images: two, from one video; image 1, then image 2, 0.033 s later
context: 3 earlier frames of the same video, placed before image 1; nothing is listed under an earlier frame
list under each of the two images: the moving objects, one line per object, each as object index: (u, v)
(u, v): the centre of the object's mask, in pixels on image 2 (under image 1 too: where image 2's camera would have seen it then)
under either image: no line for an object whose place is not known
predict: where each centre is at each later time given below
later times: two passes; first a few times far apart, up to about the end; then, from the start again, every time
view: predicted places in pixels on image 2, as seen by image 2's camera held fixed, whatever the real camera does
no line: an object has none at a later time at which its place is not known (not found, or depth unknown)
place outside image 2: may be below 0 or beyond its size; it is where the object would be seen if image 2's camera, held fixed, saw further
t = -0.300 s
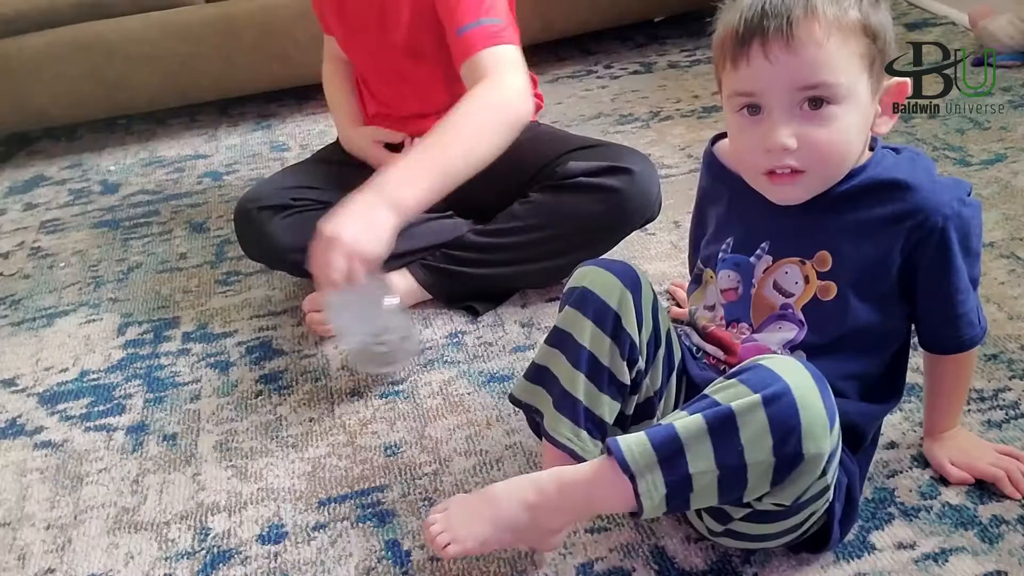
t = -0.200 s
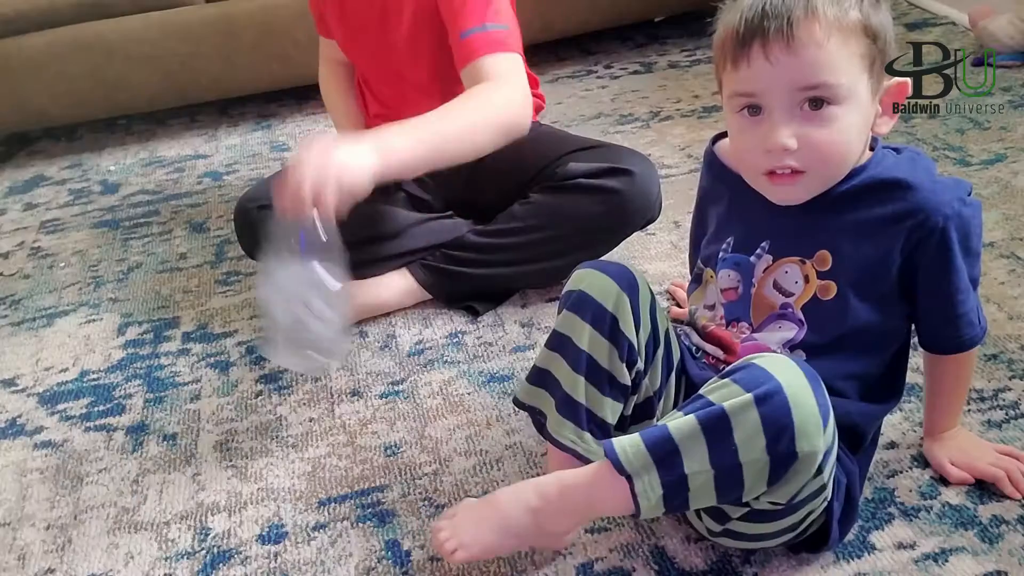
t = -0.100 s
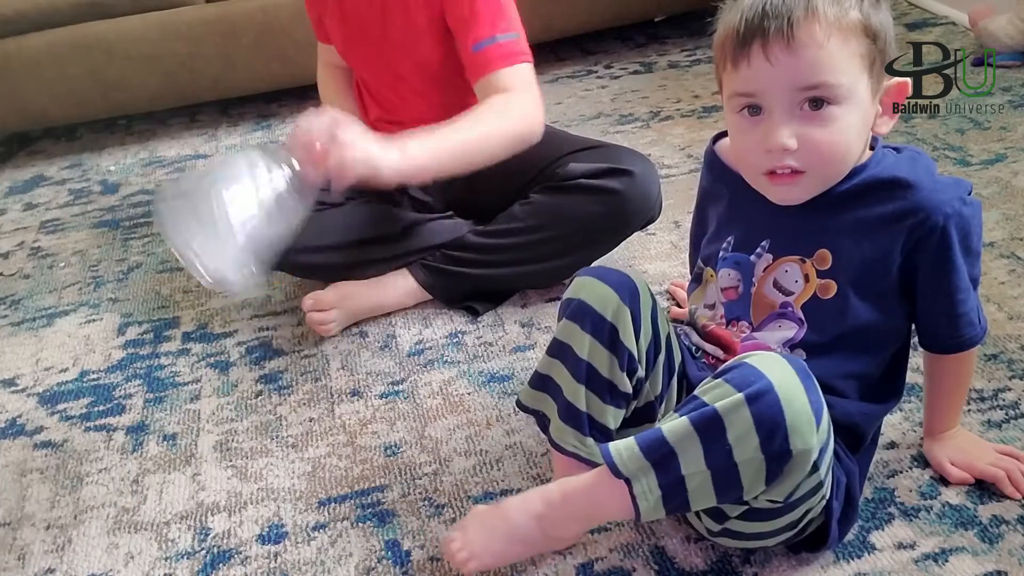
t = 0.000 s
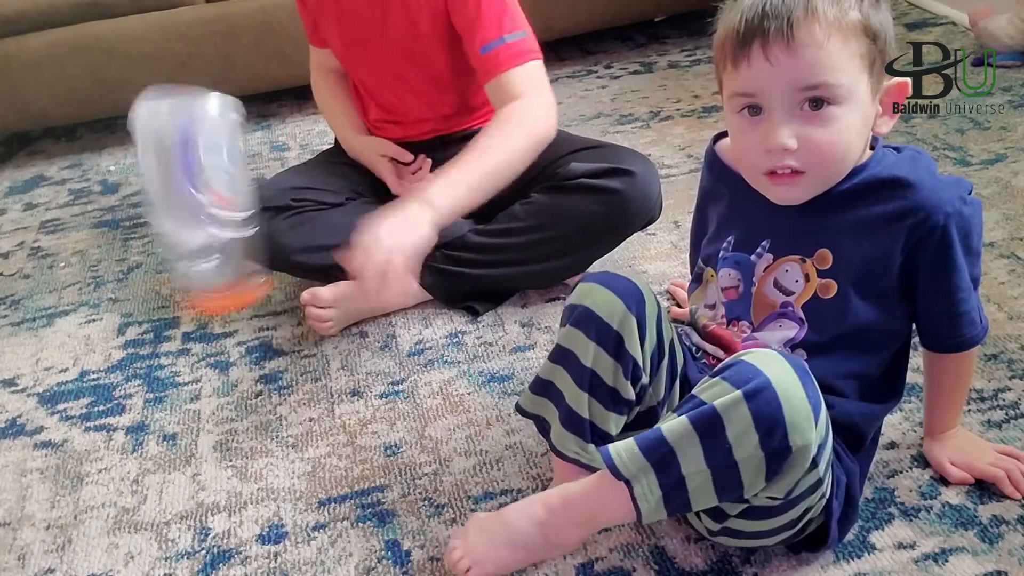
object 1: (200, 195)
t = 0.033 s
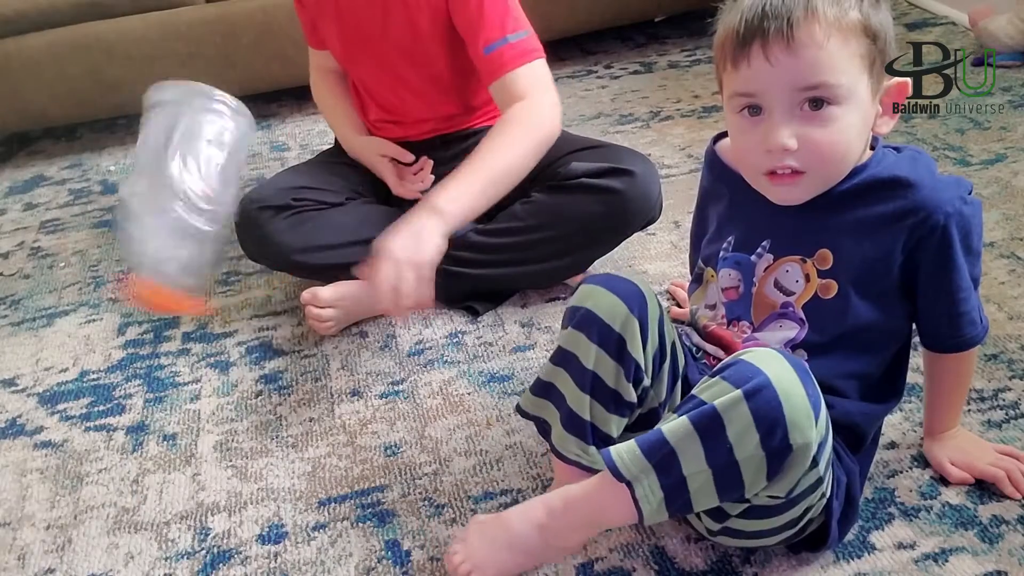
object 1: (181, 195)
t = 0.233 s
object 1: (205, 344)
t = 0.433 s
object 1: (226, 472)
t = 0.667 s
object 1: (227, 472)
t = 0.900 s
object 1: (227, 472)
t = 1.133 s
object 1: (227, 472)
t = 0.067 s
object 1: (169, 194)
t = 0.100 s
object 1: (168, 202)
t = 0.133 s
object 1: (171, 228)
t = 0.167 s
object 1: (178, 259)
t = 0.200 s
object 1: (189, 296)
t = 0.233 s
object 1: (205, 344)
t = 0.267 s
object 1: (217, 393)
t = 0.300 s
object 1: (235, 451)
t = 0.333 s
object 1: (236, 457)
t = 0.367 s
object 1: (235, 465)
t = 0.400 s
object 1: (230, 470)
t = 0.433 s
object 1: (226, 472)
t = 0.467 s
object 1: (226, 472)
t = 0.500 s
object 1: (227, 472)
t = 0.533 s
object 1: (227, 472)
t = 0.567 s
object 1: (227, 472)
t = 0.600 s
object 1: (227, 472)
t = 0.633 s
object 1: (227, 472)
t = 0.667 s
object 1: (227, 472)
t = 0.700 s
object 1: (227, 472)
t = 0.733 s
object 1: (227, 472)
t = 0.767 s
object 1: (227, 472)
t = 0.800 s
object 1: (227, 472)
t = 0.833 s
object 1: (227, 472)
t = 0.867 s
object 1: (227, 472)
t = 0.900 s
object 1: (227, 472)
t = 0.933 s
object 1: (227, 472)
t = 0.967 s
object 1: (227, 472)
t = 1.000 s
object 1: (227, 472)
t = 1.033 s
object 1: (227, 472)
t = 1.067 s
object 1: (227, 472)
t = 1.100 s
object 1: (227, 472)
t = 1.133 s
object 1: (227, 472)
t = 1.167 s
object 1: (227, 472)
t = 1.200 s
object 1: (227, 472)
